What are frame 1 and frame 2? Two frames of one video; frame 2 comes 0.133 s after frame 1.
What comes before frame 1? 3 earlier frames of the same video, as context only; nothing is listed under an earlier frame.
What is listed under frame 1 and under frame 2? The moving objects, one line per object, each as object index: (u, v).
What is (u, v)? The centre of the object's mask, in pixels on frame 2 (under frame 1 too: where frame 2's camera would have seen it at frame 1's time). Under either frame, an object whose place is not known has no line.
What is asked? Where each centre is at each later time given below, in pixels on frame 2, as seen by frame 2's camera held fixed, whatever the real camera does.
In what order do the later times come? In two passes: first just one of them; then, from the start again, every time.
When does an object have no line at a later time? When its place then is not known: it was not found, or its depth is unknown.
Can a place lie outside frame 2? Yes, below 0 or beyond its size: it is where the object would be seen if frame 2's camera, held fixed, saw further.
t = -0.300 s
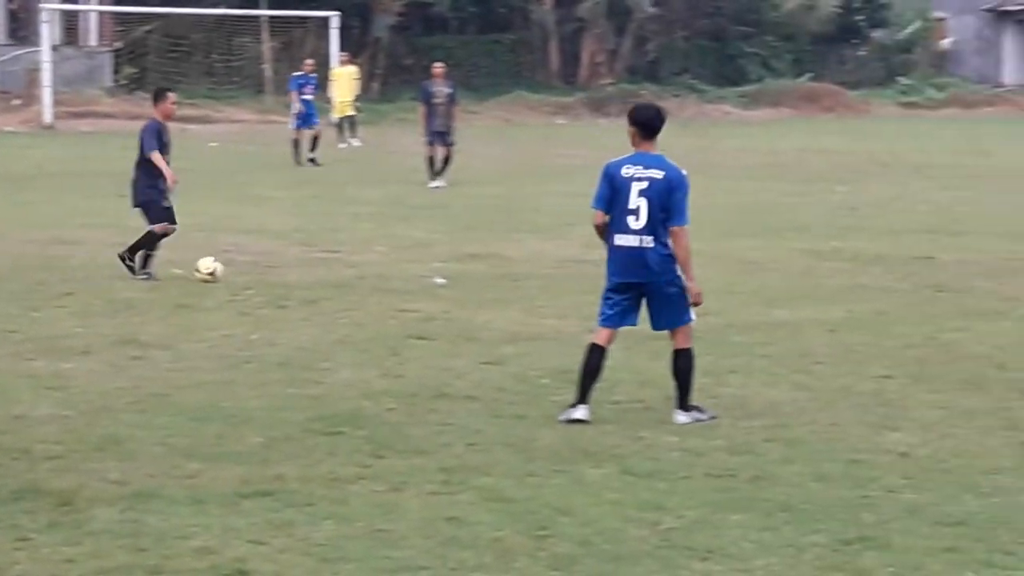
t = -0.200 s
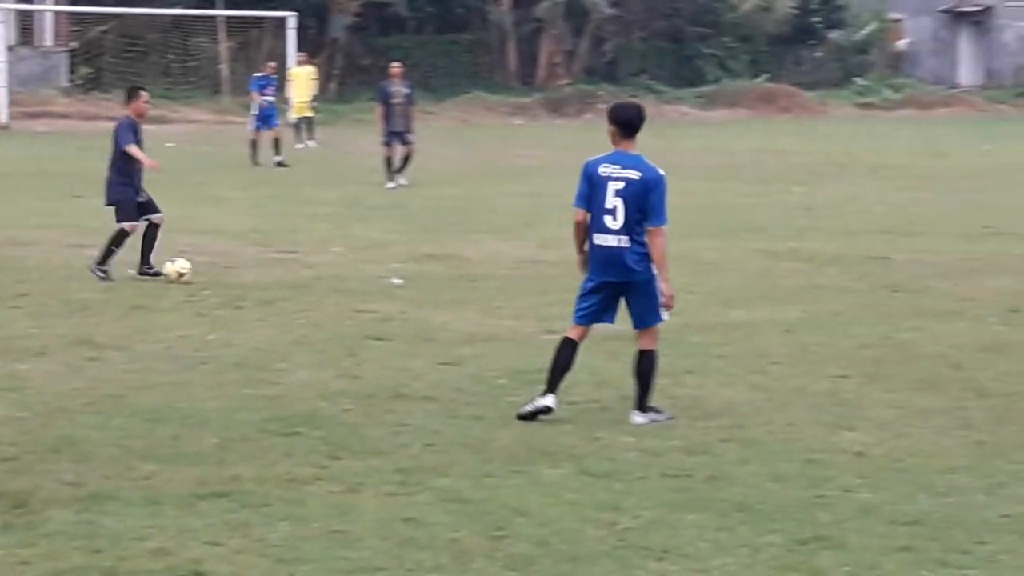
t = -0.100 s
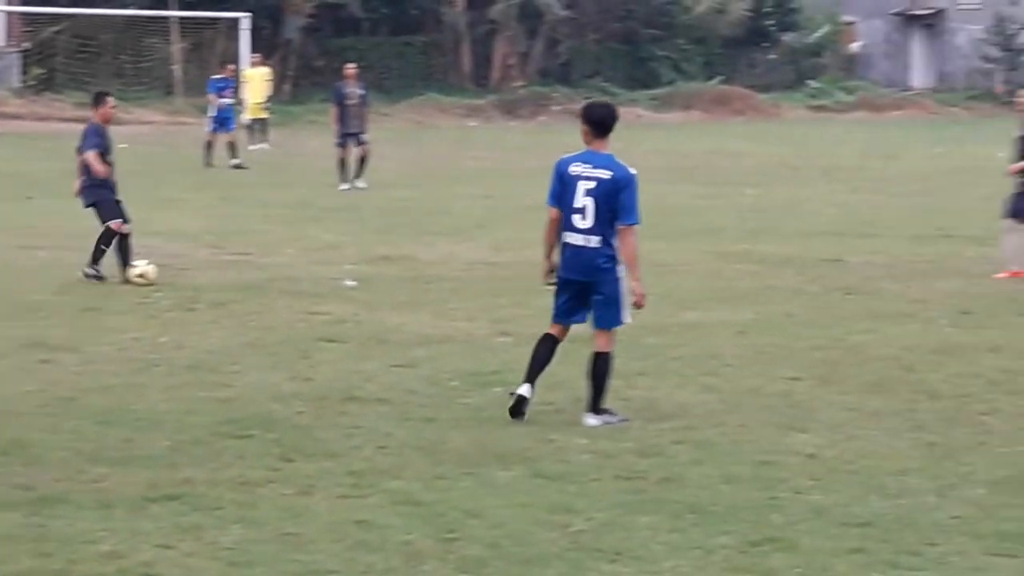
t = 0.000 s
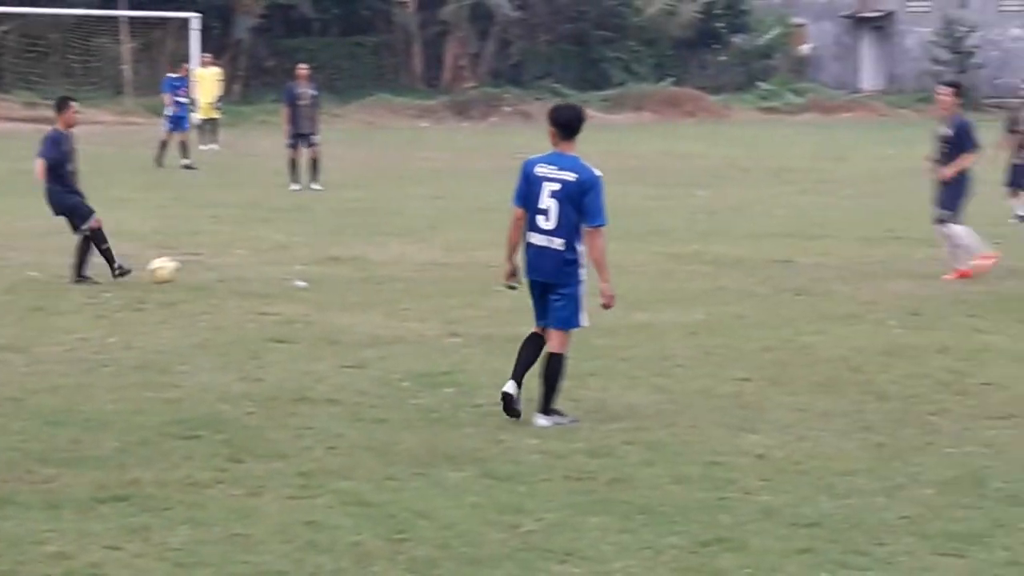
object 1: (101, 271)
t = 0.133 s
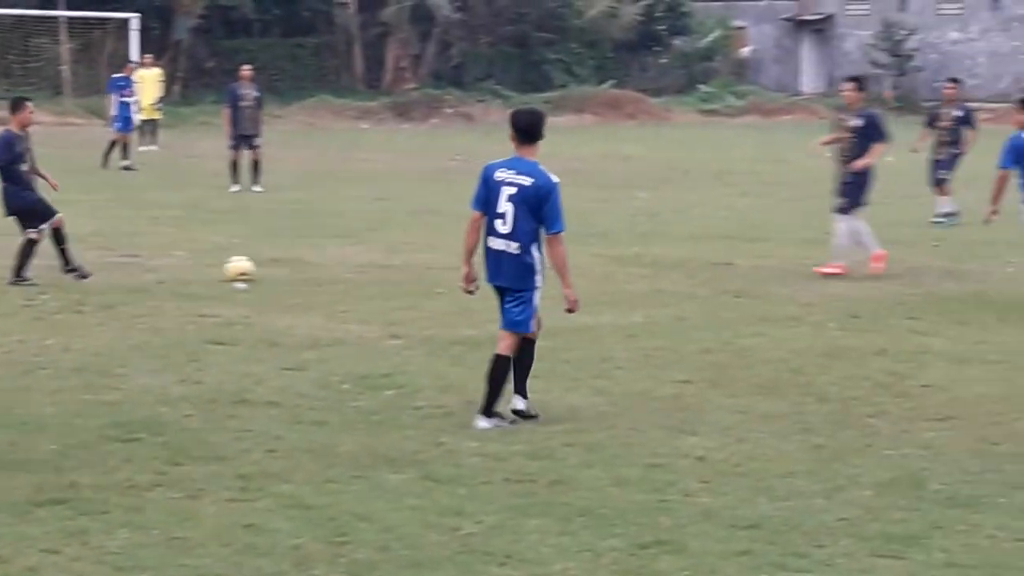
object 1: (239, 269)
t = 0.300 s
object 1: (377, 264)
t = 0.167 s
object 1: (270, 269)
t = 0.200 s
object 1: (300, 268)
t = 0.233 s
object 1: (326, 265)
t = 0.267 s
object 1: (352, 265)
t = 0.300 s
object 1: (377, 264)
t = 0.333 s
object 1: (401, 264)
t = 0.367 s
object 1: (424, 262)
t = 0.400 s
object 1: (445, 262)
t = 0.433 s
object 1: (466, 261)
